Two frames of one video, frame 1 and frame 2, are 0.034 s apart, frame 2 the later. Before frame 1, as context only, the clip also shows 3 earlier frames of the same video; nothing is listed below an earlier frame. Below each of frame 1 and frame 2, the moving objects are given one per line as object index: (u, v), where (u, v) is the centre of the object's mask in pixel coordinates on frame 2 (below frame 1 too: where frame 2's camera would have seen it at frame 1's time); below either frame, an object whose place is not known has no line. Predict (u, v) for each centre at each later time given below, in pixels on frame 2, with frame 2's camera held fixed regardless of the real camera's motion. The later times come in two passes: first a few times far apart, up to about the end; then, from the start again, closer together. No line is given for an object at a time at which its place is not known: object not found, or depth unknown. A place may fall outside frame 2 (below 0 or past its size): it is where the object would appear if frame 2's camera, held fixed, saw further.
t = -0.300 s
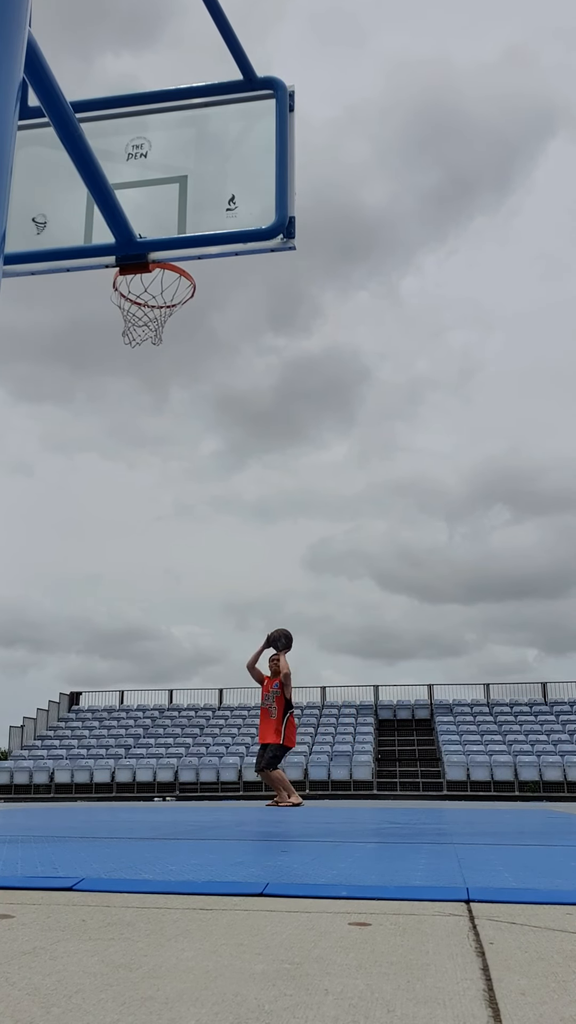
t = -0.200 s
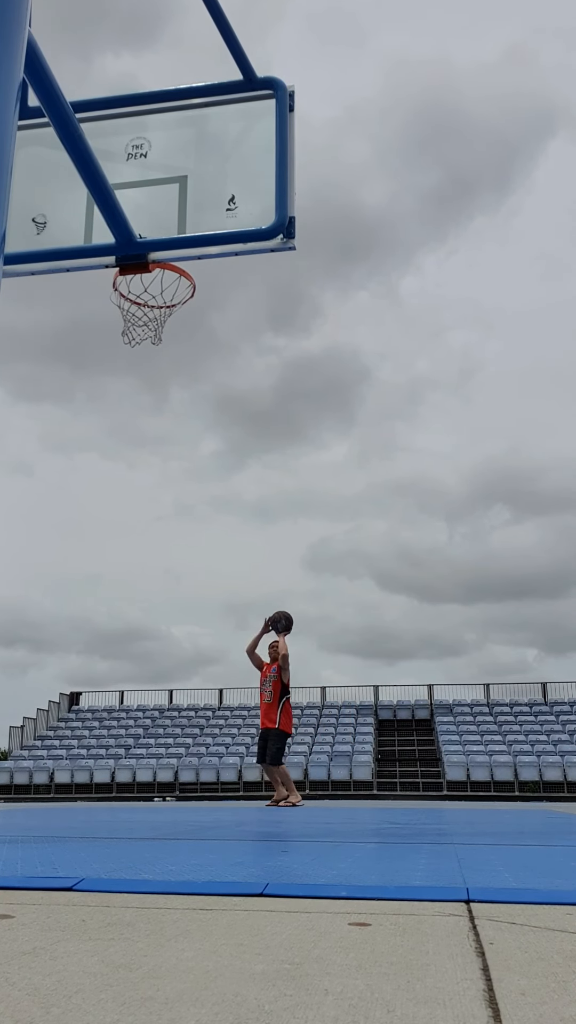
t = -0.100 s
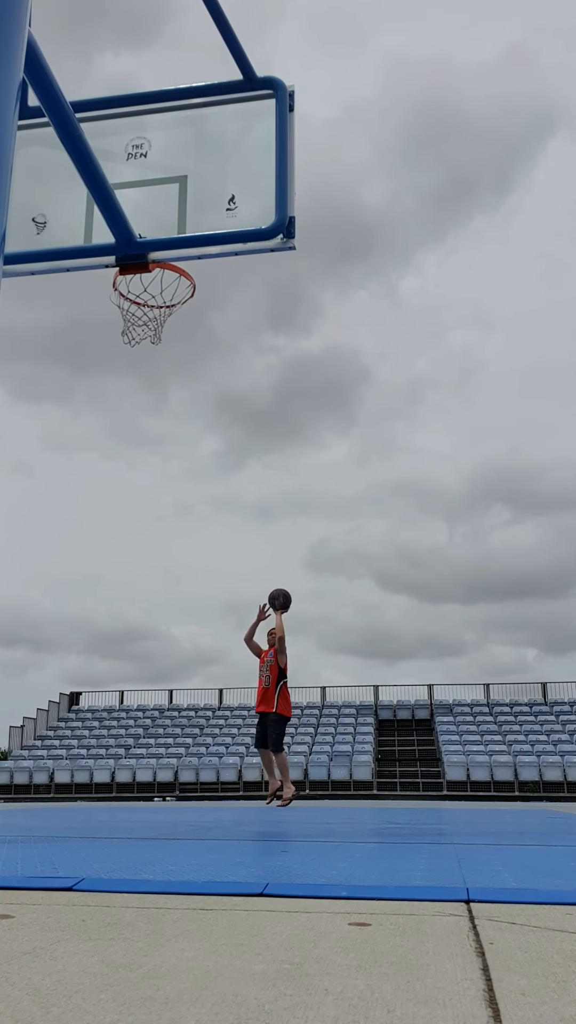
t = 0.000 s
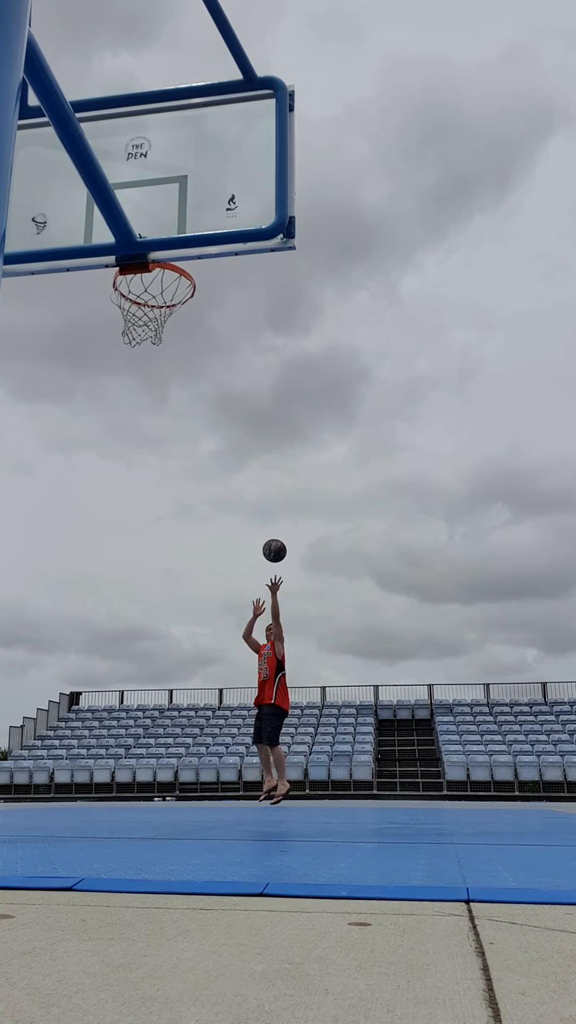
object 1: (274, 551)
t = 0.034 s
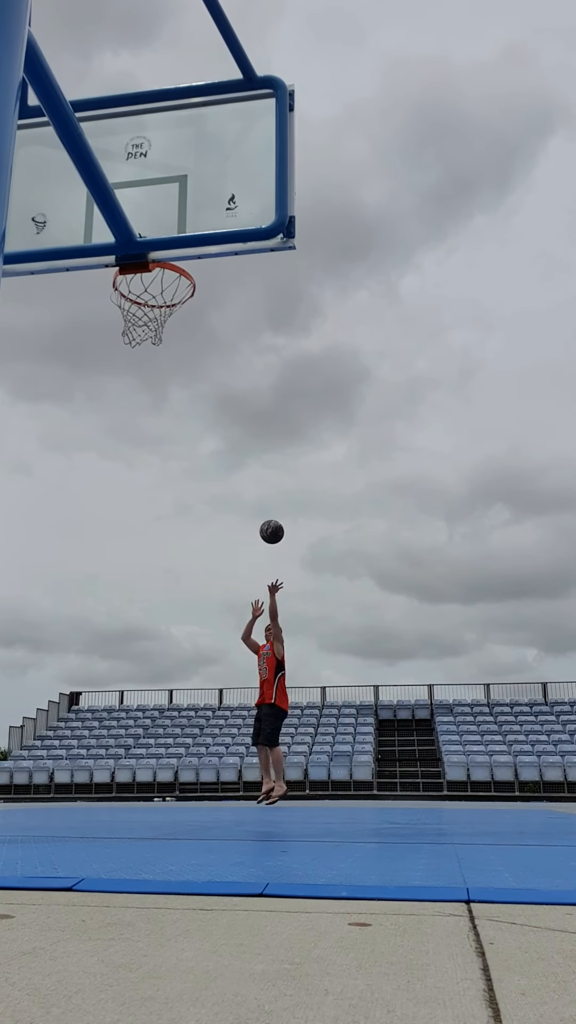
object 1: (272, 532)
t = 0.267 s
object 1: (251, 415)
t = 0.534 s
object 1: (218, 321)
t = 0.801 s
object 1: (192, 265)
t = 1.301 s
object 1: (215, 278)
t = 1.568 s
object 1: (267, 391)
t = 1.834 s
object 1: (317, 617)
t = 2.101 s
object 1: (355, 682)
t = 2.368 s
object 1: (384, 533)
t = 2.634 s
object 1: (415, 511)
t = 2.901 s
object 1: (451, 602)
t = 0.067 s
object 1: (269, 514)
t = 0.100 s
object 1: (266, 496)
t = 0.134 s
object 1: (263, 479)
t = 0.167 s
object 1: (260, 462)
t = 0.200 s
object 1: (257, 446)
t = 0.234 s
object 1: (254, 430)
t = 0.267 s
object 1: (251, 415)
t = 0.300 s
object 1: (248, 401)
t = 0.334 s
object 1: (244, 388)
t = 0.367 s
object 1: (240, 375)
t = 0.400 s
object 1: (237, 363)
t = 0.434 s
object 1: (232, 351)
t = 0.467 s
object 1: (228, 340)
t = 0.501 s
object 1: (223, 330)
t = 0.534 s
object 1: (218, 321)
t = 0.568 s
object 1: (212, 313)
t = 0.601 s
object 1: (207, 305)
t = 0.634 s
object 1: (203, 300)
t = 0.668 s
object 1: (195, 294)
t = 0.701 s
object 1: (186, 290)
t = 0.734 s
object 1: (187, 279)
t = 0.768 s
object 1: (190, 271)
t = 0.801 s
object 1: (192, 265)
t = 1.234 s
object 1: (209, 266)
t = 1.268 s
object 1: (211, 272)
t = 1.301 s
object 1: (215, 278)
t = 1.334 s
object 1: (222, 287)
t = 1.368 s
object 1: (229, 297)
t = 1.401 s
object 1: (235, 309)
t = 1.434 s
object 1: (242, 323)
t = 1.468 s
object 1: (248, 337)
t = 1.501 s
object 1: (255, 354)
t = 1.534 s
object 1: (261, 372)
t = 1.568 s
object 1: (267, 391)
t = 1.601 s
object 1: (274, 412)
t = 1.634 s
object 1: (280, 435)
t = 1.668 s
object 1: (287, 460)
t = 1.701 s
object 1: (293, 487)
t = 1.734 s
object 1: (299, 516)
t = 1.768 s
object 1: (305, 547)
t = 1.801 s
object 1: (311, 581)
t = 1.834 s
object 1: (317, 617)
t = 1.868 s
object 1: (323, 655)
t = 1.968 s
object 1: (339, 790)
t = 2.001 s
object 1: (344, 779)
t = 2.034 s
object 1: (348, 744)
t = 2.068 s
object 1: (352, 711)
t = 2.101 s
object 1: (355, 682)
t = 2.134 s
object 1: (358, 655)
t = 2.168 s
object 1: (362, 630)
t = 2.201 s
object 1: (365, 609)
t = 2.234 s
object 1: (369, 589)
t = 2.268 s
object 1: (372, 572)
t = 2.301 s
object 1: (376, 557)
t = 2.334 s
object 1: (380, 544)
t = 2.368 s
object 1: (384, 533)
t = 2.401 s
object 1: (388, 524)
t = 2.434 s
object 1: (392, 517)
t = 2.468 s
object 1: (396, 512)
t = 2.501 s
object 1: (400, 508)
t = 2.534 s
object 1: (403, 506)
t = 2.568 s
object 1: (407, 506)
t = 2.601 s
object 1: (411, 508)
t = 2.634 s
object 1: (415, 511)
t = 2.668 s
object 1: (420, 516)
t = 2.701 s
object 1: (424, 522)
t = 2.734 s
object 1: (428, 531)
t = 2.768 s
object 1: (432, 541)
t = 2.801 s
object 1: (437, 553)
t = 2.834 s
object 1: (442, 568)
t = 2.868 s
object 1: (447, 584)
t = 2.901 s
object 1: (451, 602)
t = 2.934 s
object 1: (457, 622)
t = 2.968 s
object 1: (462, 645)
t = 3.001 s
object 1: (468, 670)
